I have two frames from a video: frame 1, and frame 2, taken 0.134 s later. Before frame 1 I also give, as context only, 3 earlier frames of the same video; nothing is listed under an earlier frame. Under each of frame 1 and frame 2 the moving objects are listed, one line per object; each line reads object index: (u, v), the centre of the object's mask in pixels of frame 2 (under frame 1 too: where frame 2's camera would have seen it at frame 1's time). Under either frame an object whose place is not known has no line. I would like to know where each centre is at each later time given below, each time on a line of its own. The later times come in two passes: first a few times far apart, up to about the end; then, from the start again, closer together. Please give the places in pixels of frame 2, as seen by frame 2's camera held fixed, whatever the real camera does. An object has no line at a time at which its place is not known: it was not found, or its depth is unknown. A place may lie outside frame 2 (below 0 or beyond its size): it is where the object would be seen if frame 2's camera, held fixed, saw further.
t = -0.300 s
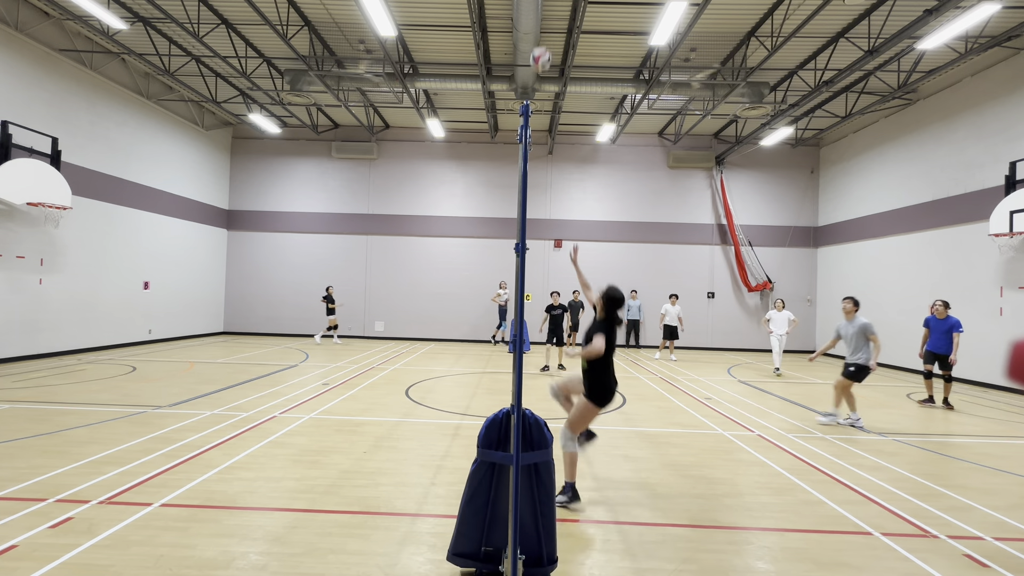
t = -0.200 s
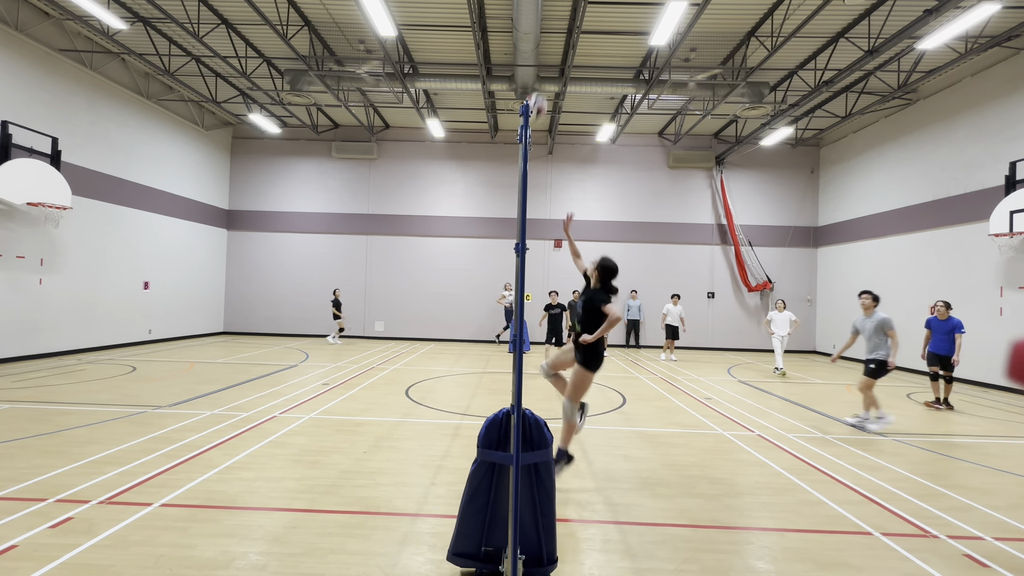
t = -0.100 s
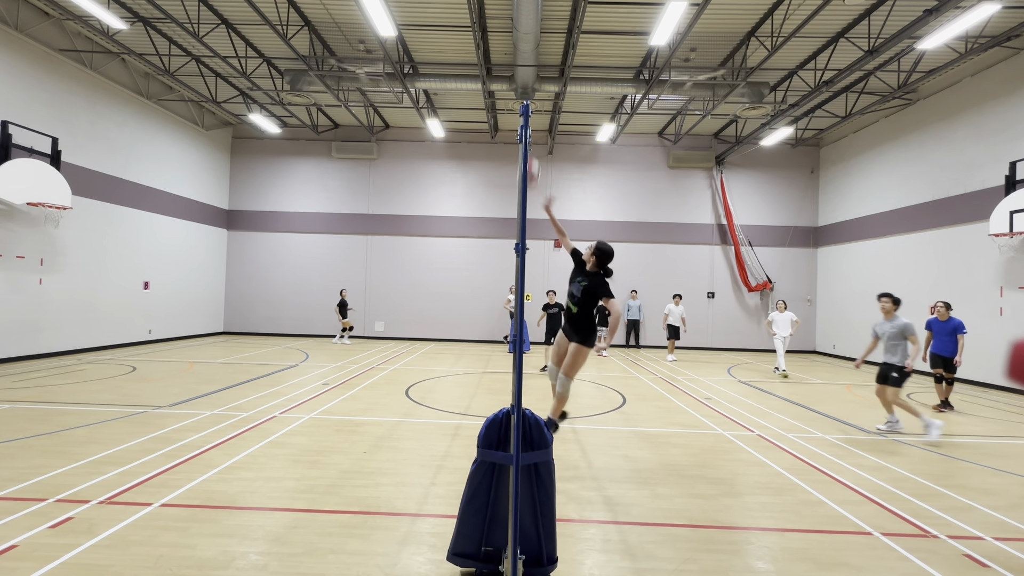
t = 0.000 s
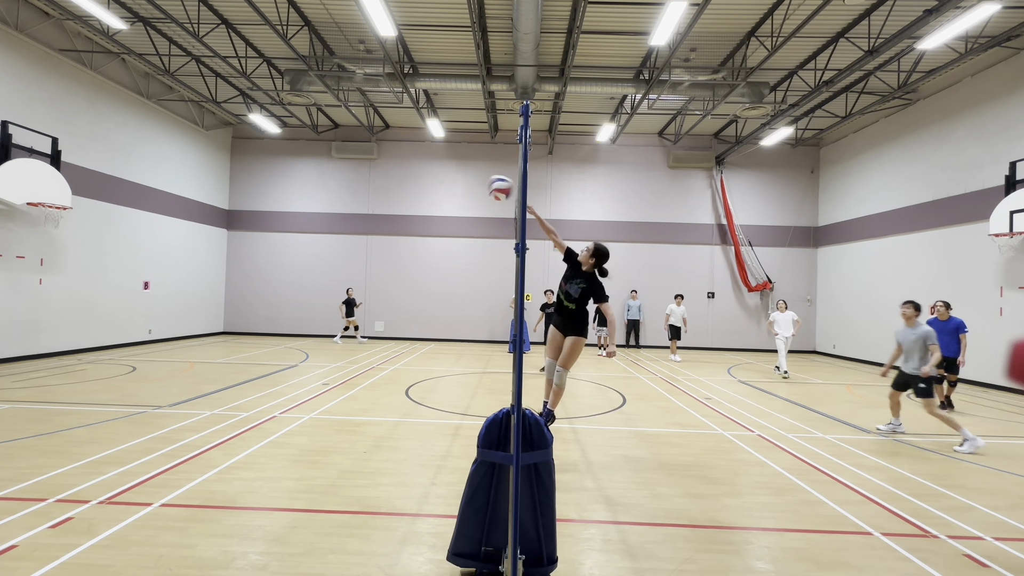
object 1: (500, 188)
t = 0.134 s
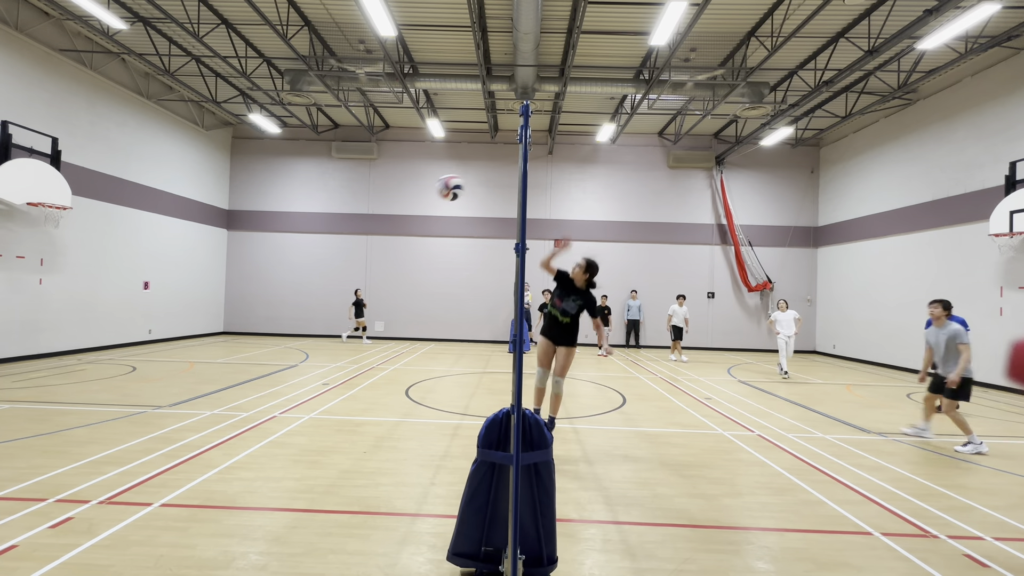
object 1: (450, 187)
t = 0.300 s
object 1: (384, 218)
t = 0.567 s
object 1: (270, 345)
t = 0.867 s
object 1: (131, 428)
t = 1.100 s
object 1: (23, 331)
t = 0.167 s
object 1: (437, 190)
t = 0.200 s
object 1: (424, 196)
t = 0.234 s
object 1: (410, 201)
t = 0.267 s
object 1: (397, 209)
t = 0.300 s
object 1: (384, 218)
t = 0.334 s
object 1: (371, 227)
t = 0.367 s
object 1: (357, 239)
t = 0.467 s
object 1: (313, 284)
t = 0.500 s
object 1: (298, 304)
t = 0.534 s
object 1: (285, 323)
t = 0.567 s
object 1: (270, 345)
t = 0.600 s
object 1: (254, 368)
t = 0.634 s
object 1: (239, 394)
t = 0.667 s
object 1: (223, 421)
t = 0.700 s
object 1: (208, 449)
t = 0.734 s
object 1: (192, 480)
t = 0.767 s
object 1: (175, 491)
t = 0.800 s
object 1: (162, 469)
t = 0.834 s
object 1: (146, 447)
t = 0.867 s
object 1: (131, 428)
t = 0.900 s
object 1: (117, 410)
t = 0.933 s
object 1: (103, 393)
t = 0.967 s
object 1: (87, 378)
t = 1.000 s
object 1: (71, 364)
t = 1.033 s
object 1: (56, 353)
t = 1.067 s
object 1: (40, 342)
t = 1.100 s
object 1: (23, 331)
